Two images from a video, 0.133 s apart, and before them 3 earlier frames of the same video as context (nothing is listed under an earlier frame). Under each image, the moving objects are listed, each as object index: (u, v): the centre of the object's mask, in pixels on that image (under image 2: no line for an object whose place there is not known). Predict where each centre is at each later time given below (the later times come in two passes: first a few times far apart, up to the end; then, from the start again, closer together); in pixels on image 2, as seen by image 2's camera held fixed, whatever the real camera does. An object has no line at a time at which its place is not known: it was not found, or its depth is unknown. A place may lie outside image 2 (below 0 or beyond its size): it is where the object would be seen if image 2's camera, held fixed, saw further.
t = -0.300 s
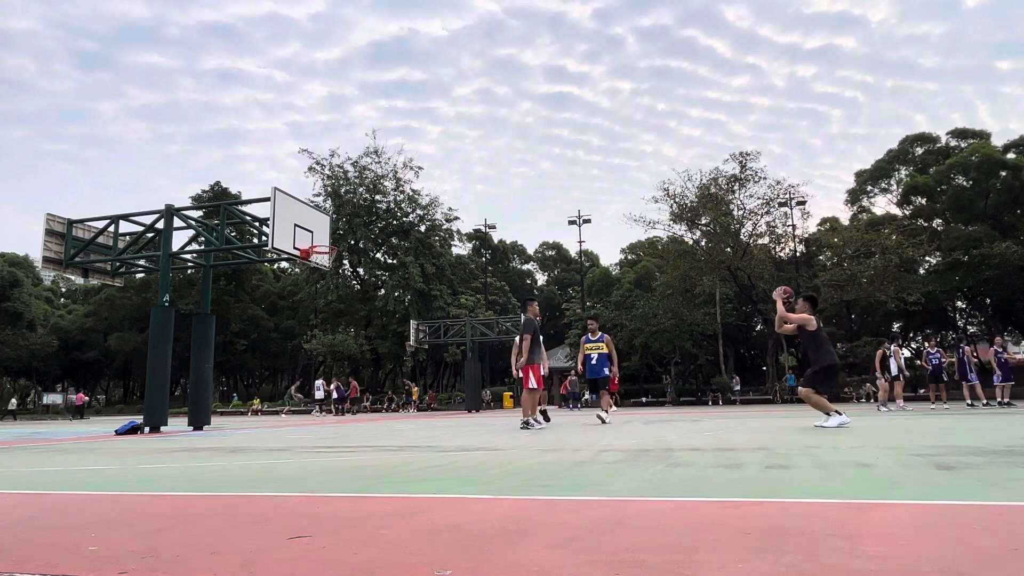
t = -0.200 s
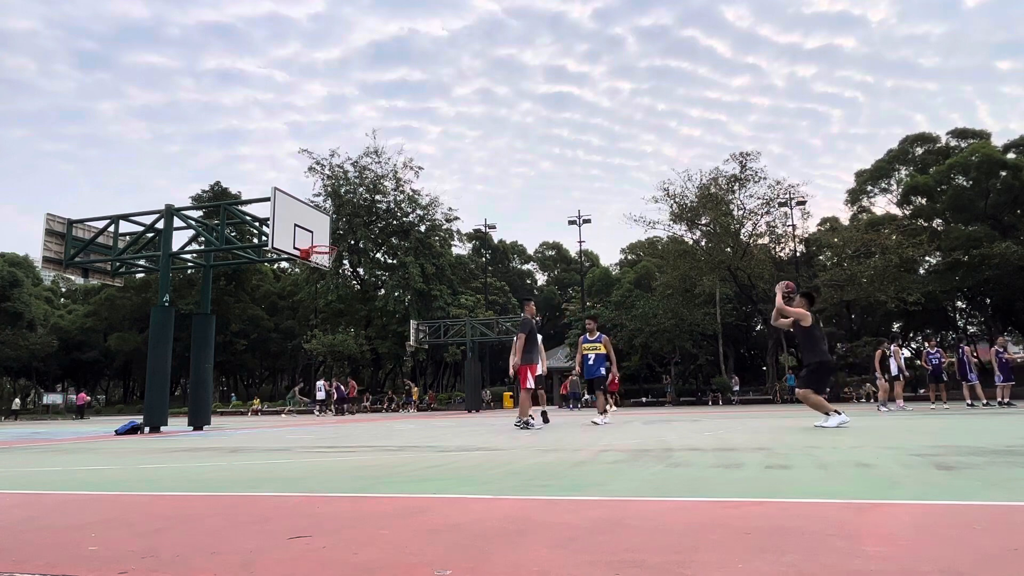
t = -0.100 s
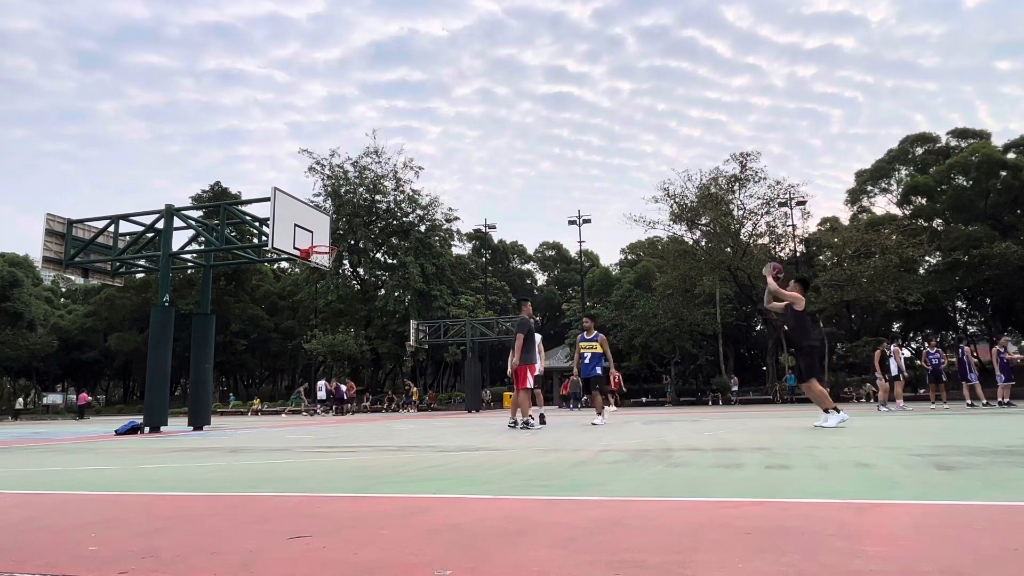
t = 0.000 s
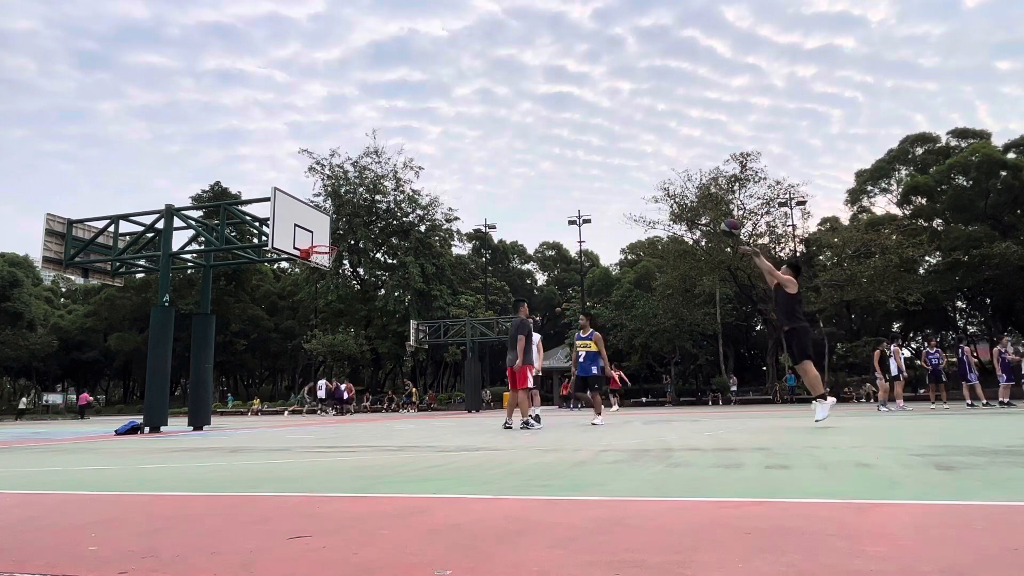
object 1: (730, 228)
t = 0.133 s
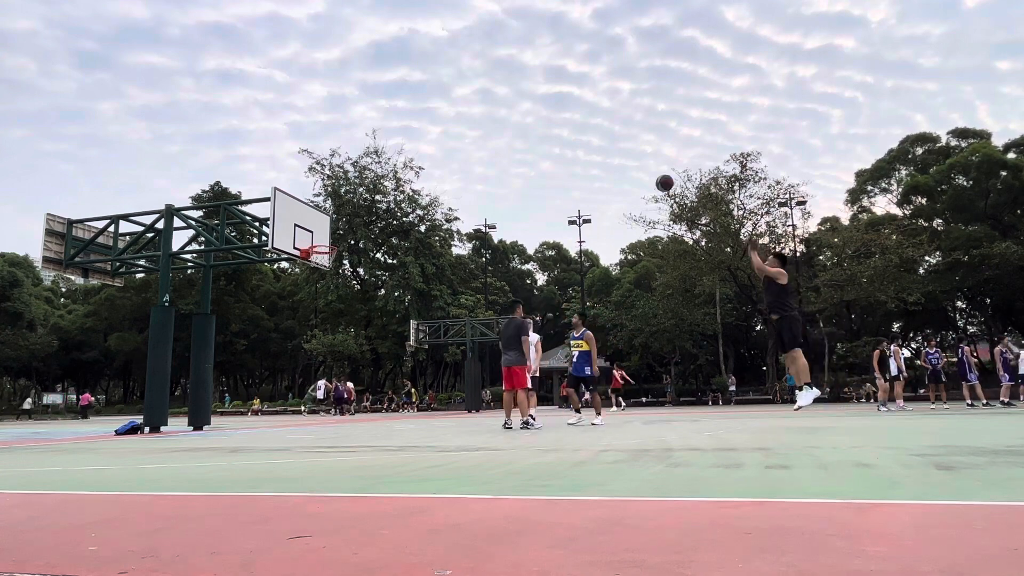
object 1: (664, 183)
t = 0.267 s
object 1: (607, 154)
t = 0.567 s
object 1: (501, 136)
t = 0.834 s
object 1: (424, 164)
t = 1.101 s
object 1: (357, 225)
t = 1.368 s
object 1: (296, 314)
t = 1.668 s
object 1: (242, 404)
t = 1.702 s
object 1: (239, 393)
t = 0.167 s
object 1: (649, 174)
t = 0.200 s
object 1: (635, 167)
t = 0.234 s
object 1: (621, 160)
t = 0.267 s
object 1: (607, 154)
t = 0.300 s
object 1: (594, 149)
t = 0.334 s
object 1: (581, 145)
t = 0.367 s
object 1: (569, 142)
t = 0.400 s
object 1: (557, 139)
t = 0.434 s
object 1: (545, 137)
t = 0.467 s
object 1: (534, 136)
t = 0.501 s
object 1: (523, 136)
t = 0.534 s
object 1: (512, 136)
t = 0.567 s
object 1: (501, 136)
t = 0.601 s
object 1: (491, 138)
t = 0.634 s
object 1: (481, 140)
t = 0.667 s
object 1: (471, 142)
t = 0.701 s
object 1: (461, 146)
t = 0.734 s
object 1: (451, 149)
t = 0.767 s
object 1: (442, 154)
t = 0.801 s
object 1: (433, 159)
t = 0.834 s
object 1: (424, 164)
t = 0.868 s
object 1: (416, 170)
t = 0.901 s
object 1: (407, 177)
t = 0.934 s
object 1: (398, 184)
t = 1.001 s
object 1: (381, 199)
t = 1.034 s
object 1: (372, 207)
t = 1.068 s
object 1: (365, 216)
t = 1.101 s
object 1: (357, 225)
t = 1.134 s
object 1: (350, 236)
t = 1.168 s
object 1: (341, 246)
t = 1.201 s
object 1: (336, 259)
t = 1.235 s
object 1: (325, 265)
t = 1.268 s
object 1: (319, 280)
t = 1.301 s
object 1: (312, 290)
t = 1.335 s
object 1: (304, 302)
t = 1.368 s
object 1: (296, 314)
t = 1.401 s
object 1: (289, 328)
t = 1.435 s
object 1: (282, 342)
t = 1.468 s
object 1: (275, 356)
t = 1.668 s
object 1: (242, 404)
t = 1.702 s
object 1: (239, 393)
